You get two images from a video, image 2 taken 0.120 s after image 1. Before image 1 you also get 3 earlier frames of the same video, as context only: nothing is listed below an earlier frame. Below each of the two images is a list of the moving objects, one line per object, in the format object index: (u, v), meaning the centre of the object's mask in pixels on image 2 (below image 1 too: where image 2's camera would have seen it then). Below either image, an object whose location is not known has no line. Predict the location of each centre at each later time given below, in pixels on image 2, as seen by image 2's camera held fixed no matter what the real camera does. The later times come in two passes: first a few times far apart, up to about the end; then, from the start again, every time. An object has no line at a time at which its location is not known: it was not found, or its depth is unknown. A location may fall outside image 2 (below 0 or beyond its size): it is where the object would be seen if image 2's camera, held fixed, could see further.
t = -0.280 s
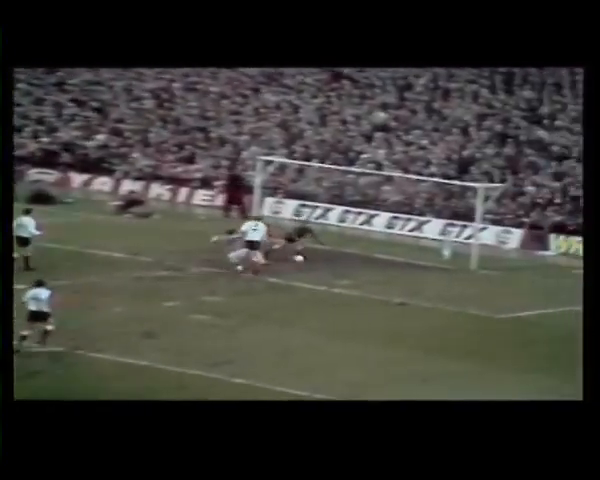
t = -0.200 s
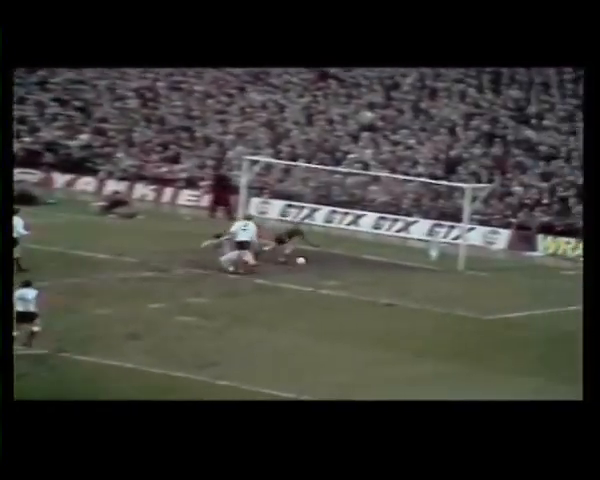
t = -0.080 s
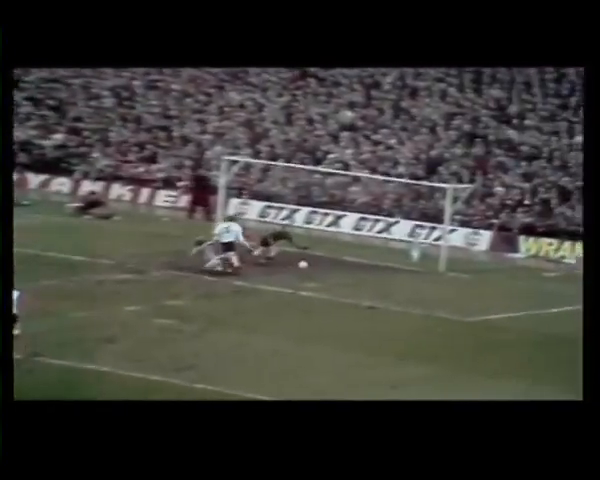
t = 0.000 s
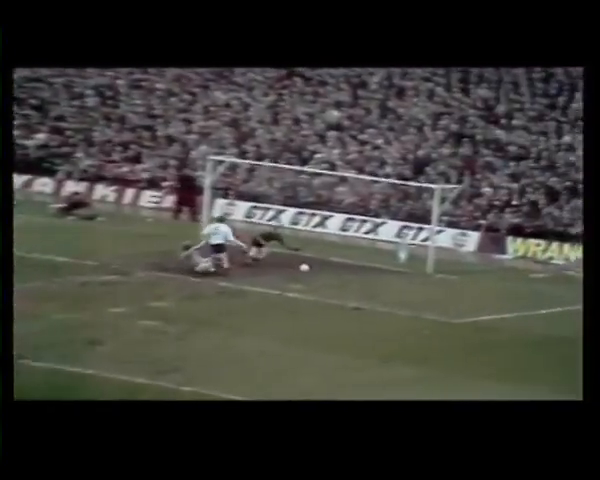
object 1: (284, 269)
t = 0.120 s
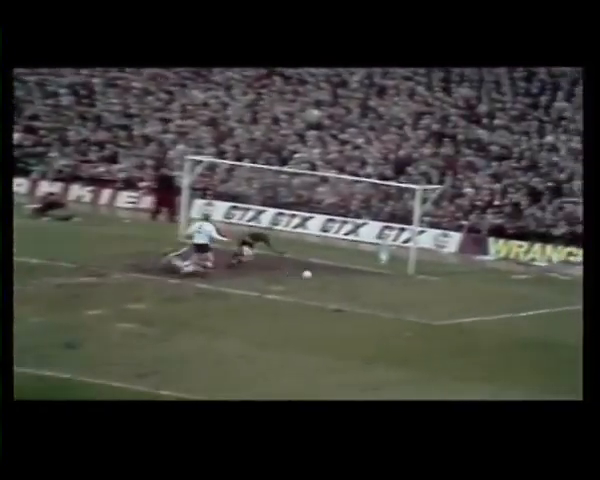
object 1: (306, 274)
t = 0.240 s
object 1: (329, 280)
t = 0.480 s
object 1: (376, 279)
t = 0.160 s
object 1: (315, 276)
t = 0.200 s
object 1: (322, 278)
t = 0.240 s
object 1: (329, 280)
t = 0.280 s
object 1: (337, 280)
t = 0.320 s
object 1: (345, 280)
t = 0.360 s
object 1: (352, 279)
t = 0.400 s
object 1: (360, 279)
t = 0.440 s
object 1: (368, 279)
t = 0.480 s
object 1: (376, 279)
